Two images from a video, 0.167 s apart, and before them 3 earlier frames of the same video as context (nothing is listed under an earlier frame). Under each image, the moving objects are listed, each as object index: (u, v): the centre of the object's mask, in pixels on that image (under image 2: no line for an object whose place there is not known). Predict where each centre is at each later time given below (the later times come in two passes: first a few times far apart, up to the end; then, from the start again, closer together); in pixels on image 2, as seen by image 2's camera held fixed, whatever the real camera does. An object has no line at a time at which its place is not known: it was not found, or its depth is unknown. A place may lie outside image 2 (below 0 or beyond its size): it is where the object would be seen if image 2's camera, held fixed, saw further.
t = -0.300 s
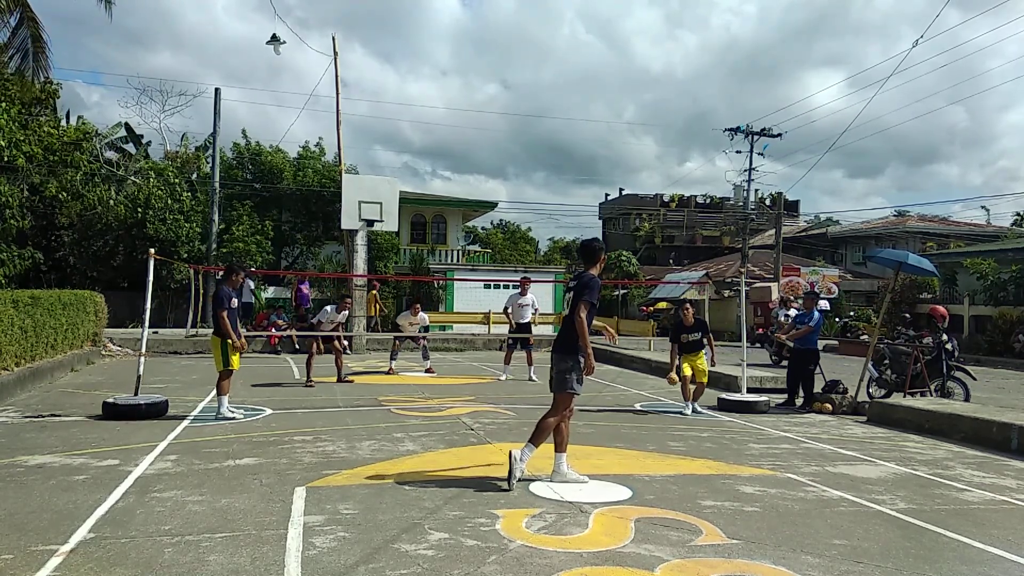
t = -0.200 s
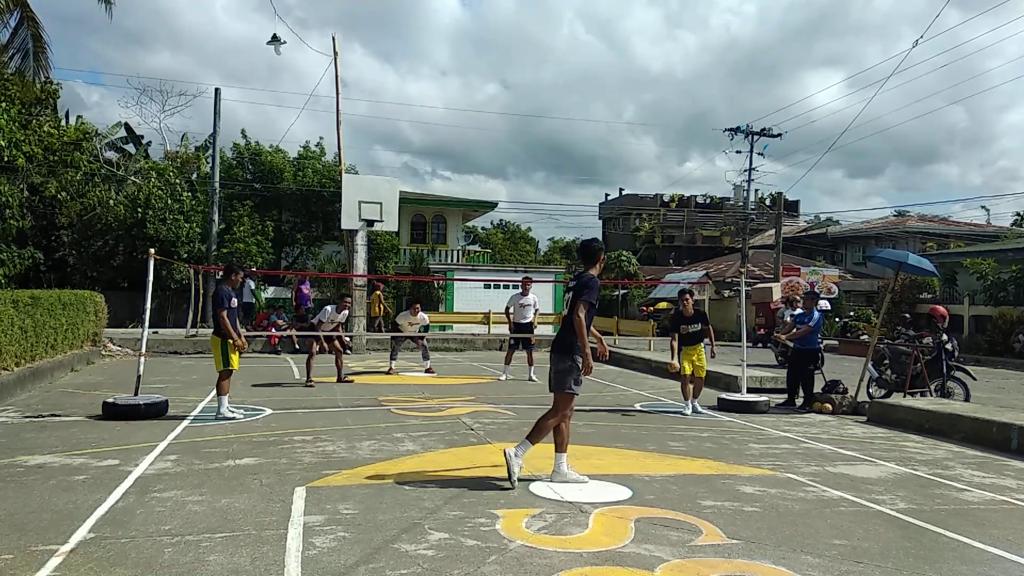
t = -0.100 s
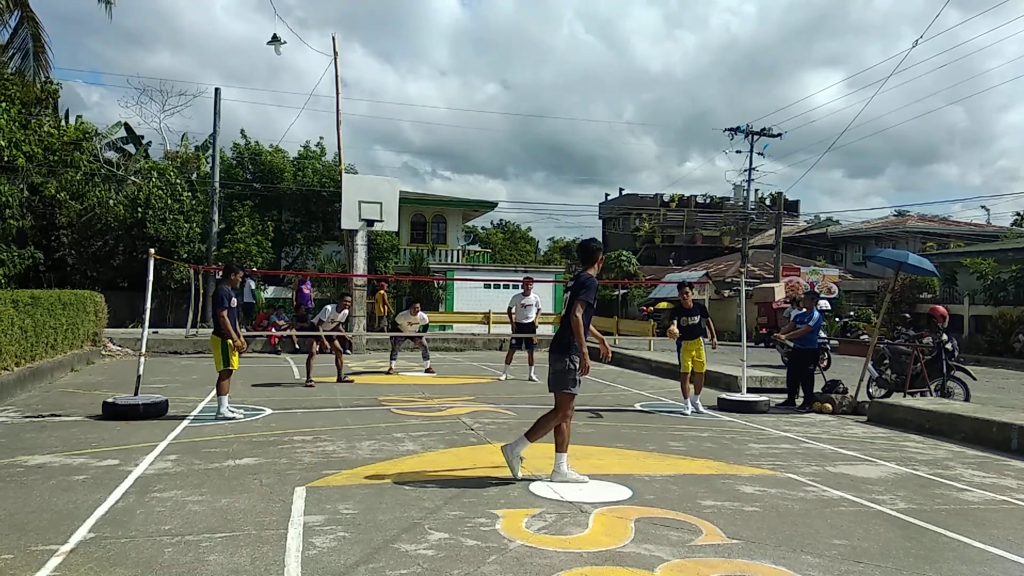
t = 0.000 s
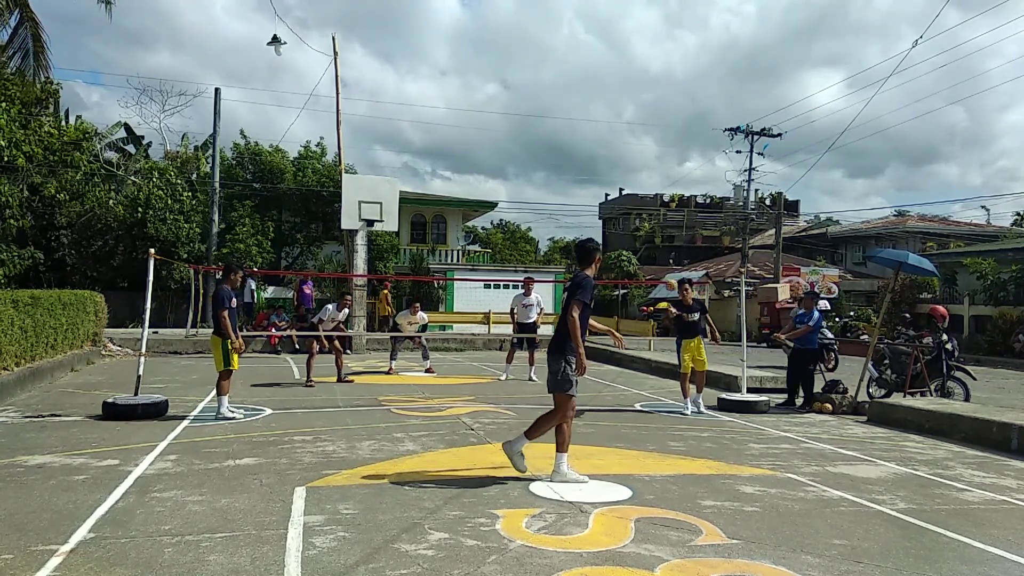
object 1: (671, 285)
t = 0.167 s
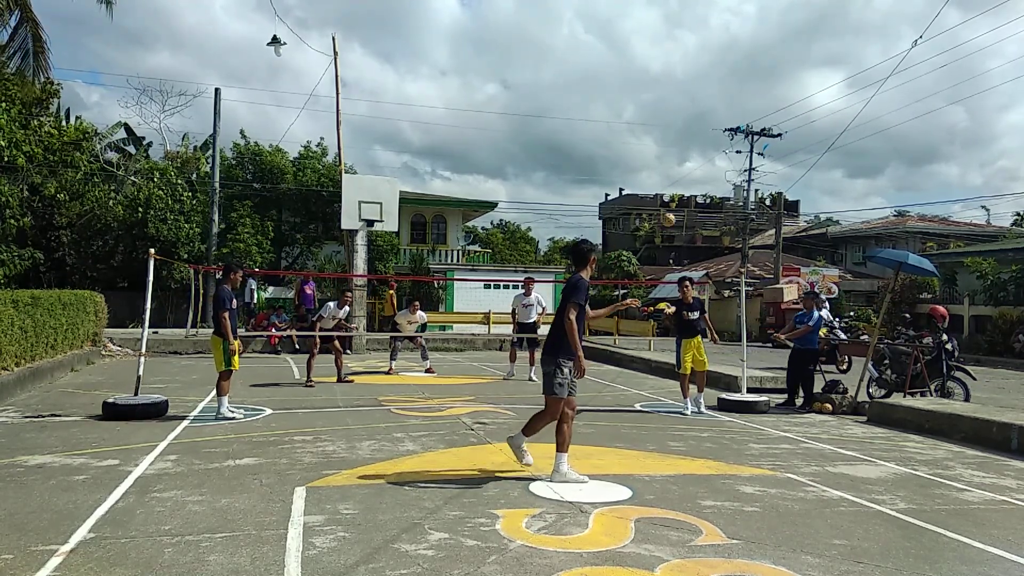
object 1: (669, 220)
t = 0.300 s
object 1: (666, 181)
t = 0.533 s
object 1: (659, 153)
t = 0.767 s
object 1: (648, 186)
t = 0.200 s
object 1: (668, 208)
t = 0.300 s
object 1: (666, 181)
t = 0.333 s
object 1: (665, 175)
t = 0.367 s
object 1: (664, 169)
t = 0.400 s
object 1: (663, 163)
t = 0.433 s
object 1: (662, 159)
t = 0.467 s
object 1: (661, 156)
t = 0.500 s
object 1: (660, 154)
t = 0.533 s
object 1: (659, 153)
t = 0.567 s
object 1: (657, 154)
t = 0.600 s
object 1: (656, 156)
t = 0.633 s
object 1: (654, 159)
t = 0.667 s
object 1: (653, 163)
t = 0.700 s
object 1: (651, 169)
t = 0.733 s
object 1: (650, 177)
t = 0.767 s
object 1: (648, 186)
